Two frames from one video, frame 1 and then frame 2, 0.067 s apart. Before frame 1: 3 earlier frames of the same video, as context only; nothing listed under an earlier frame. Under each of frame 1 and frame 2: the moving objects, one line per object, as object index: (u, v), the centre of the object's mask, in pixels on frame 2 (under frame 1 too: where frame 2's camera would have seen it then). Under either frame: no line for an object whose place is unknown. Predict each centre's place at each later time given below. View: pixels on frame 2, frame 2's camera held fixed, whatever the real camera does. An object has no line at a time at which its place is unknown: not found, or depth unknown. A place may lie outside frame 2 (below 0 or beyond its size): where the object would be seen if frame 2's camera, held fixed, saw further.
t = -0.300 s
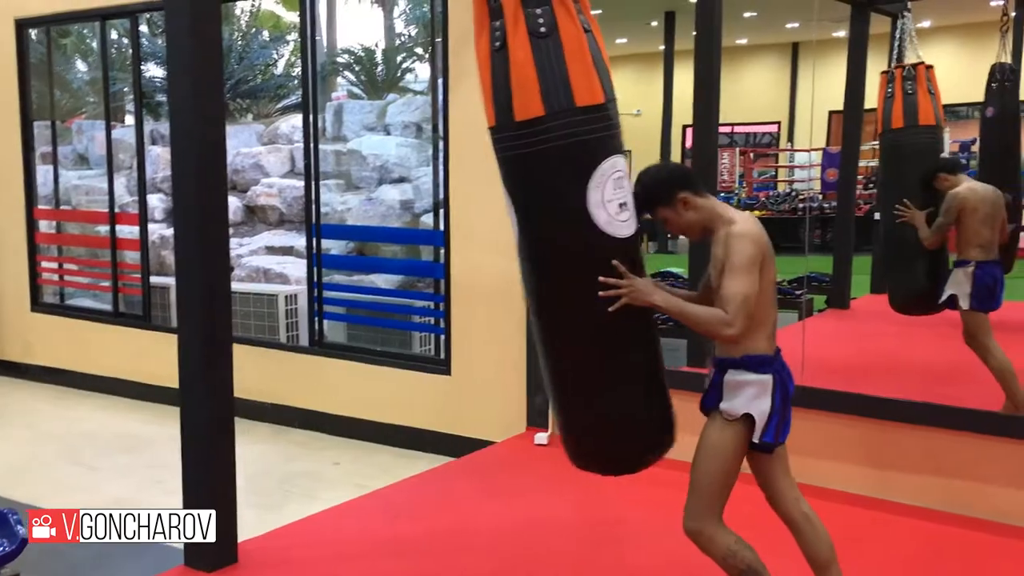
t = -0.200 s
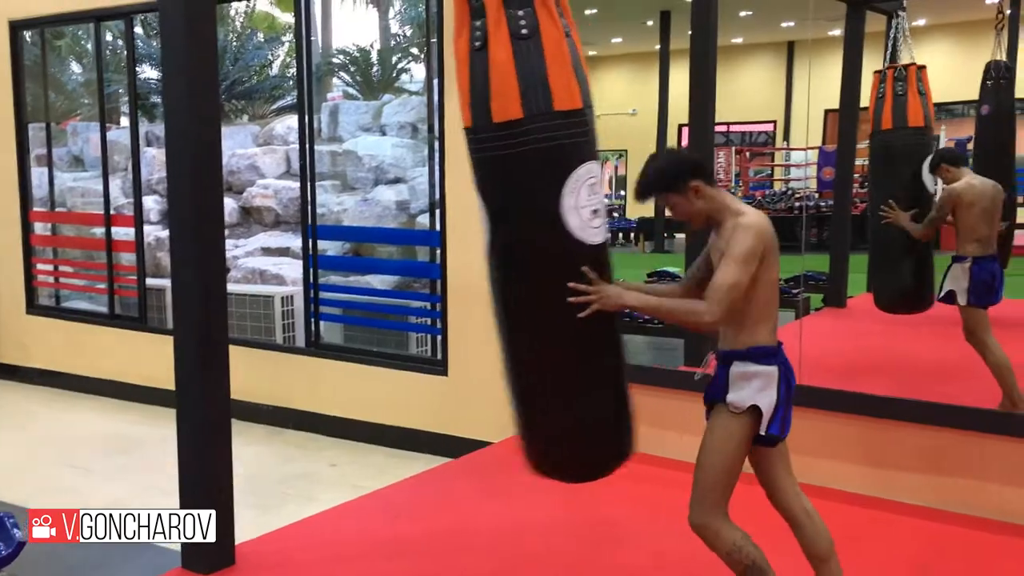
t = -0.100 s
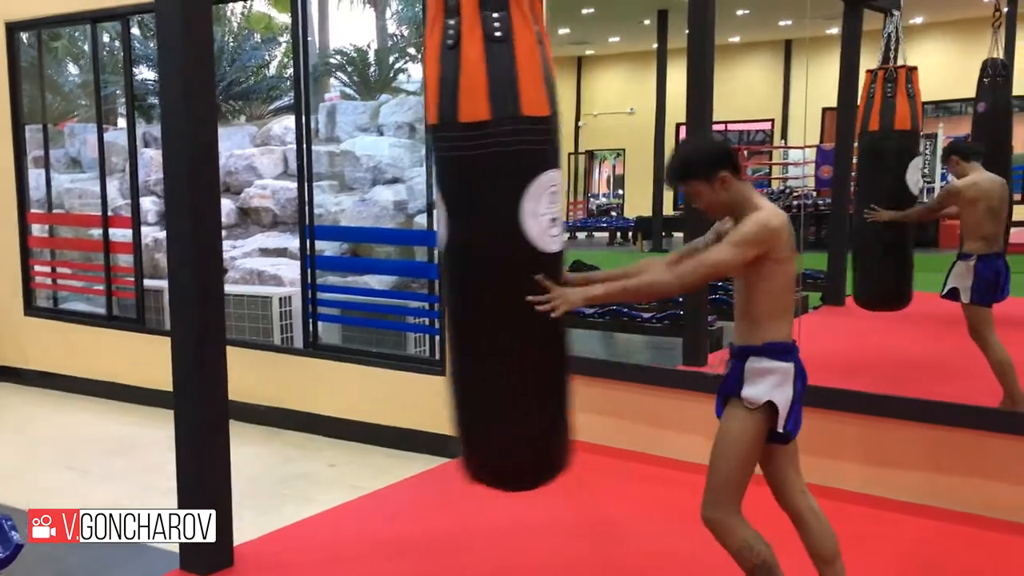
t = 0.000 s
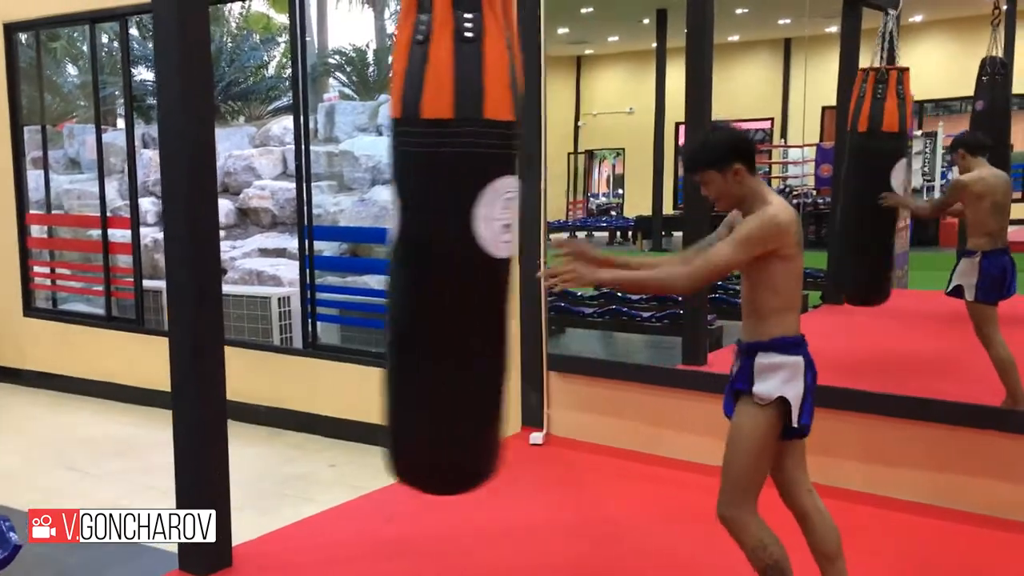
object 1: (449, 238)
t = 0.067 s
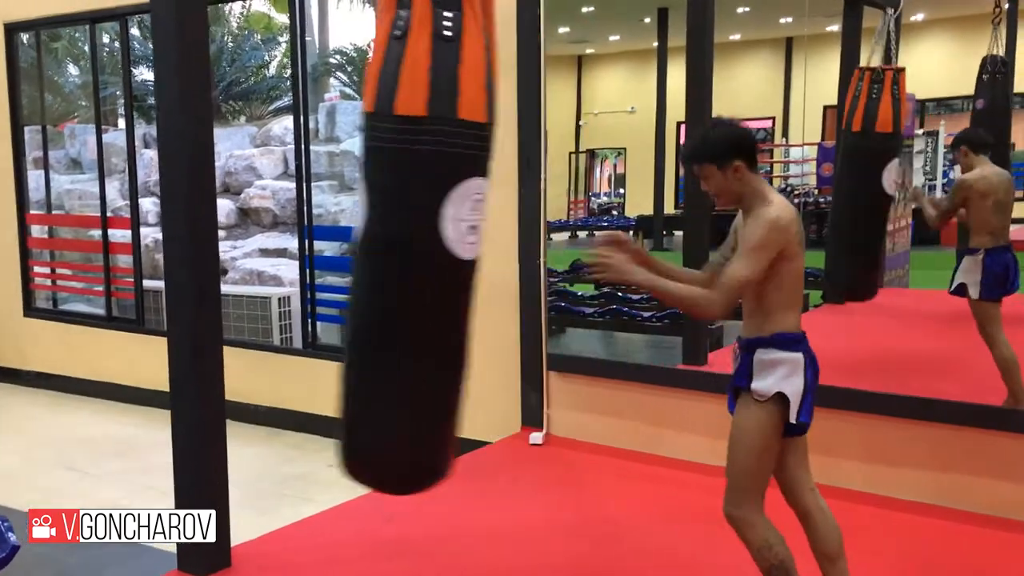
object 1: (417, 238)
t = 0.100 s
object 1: (402, 238)
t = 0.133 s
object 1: (386, 238)
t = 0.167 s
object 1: (371, 236)
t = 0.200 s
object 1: (358, 235)
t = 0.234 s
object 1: (344, 234)
